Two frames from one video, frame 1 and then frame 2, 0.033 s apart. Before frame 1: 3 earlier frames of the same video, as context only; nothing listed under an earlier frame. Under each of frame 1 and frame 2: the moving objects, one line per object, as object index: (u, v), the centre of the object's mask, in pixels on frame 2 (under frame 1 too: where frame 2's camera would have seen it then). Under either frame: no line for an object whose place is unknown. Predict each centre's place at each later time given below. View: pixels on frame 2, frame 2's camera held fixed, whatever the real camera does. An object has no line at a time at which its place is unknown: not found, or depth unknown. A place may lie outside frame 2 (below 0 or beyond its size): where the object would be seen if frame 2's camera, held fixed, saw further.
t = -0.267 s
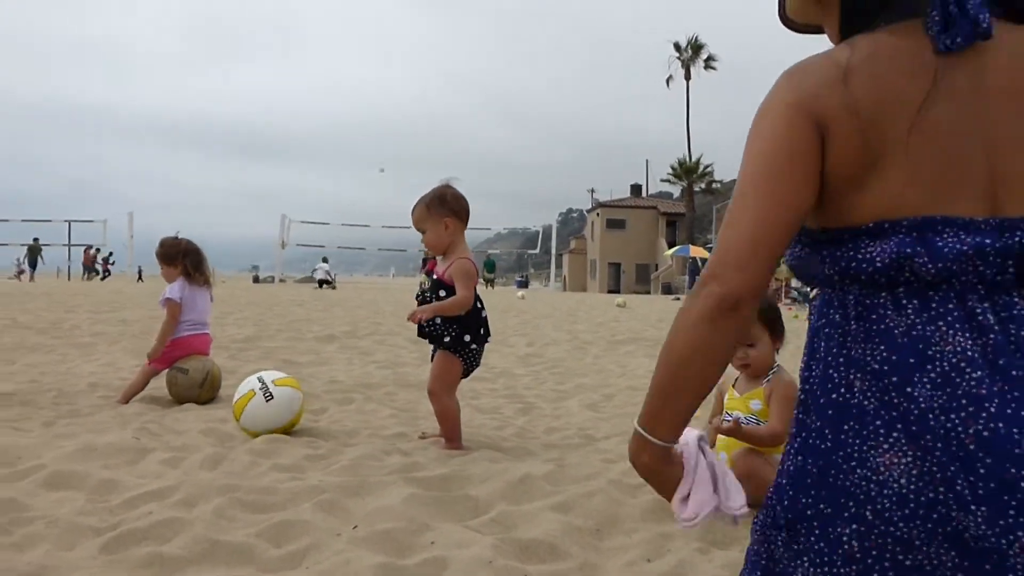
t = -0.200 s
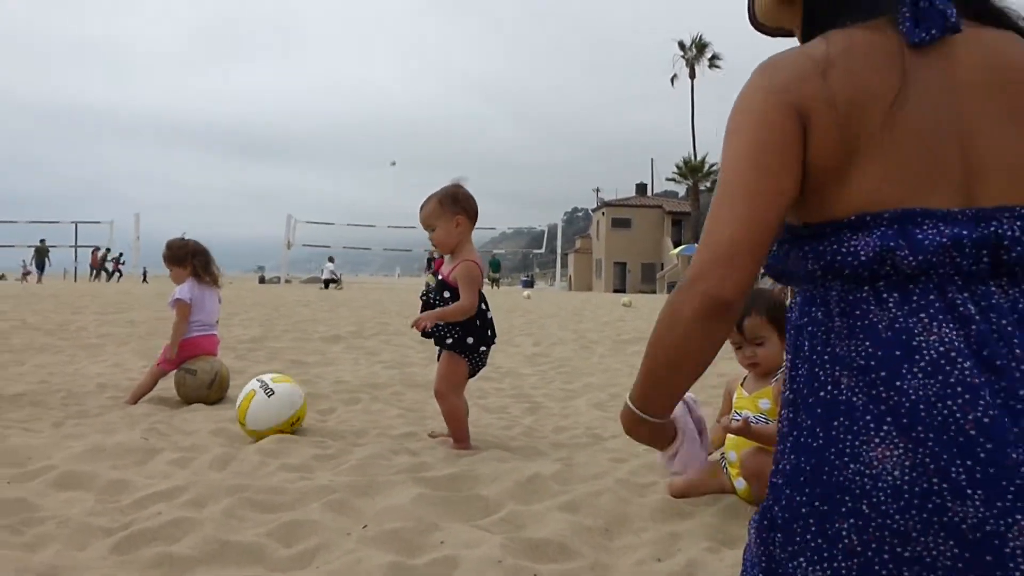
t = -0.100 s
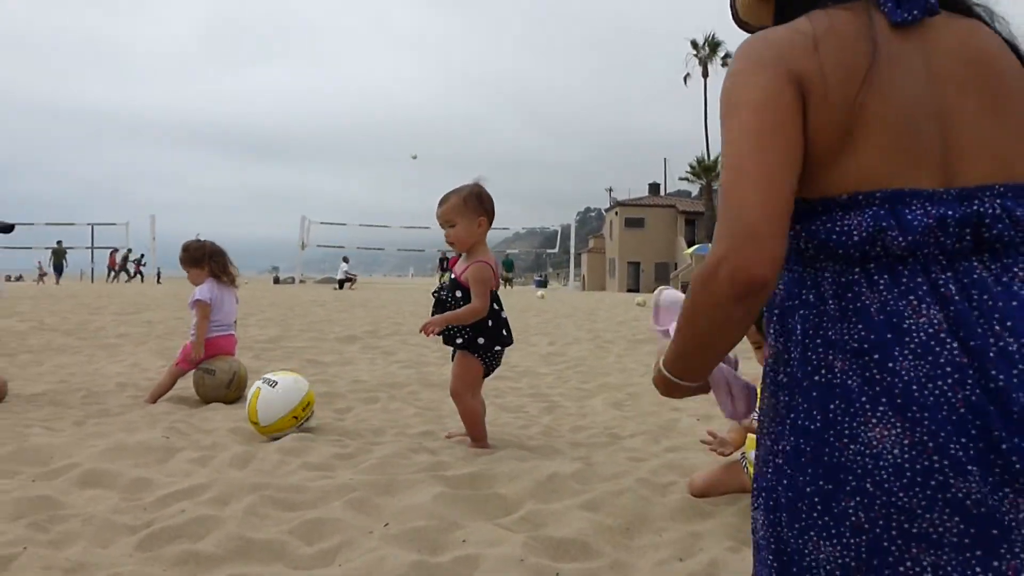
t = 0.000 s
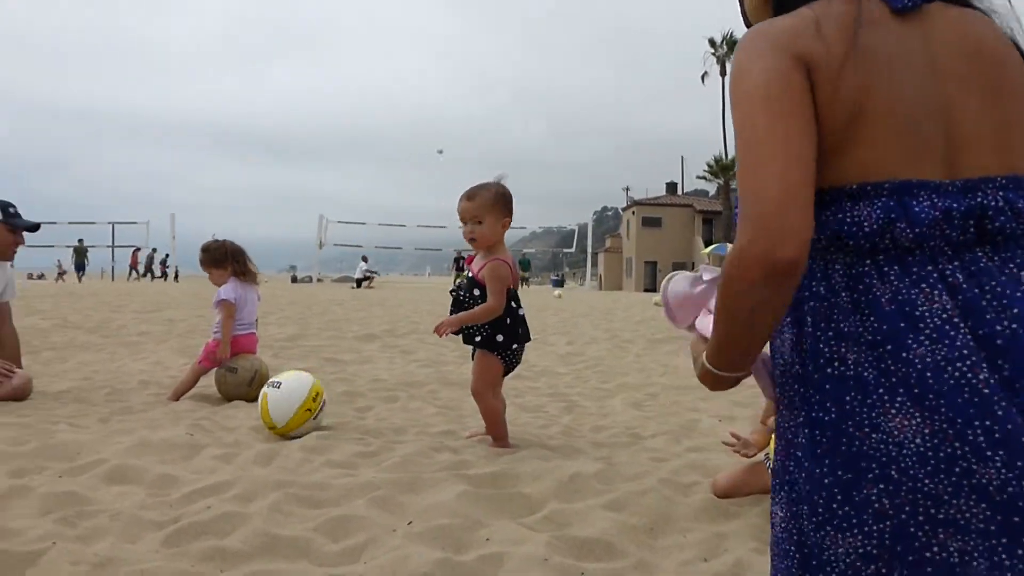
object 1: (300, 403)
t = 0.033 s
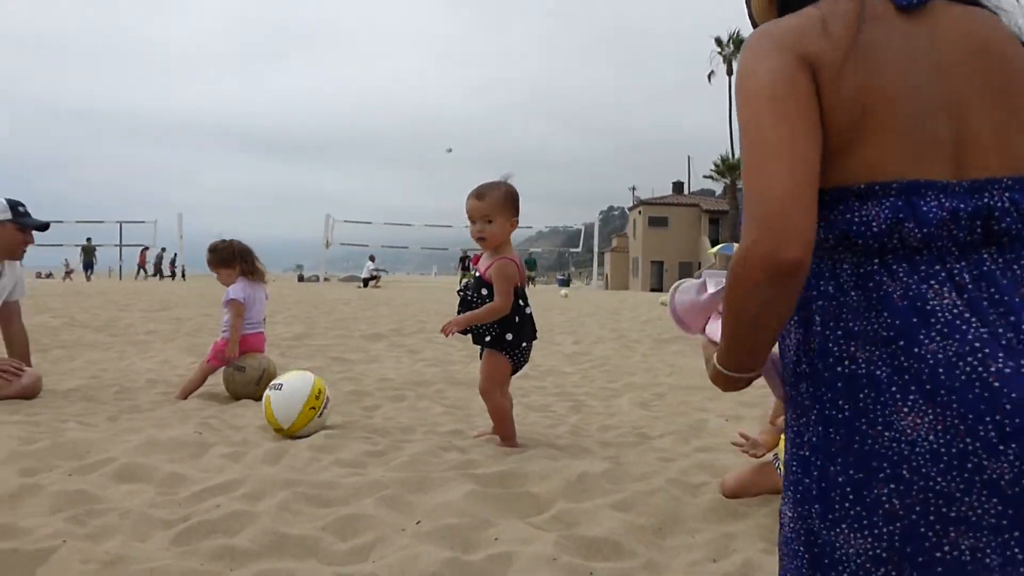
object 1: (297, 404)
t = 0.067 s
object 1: (292, 405)
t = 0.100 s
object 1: (288, 406)
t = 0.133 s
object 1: (283, 406)
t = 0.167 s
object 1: (280, 405)
